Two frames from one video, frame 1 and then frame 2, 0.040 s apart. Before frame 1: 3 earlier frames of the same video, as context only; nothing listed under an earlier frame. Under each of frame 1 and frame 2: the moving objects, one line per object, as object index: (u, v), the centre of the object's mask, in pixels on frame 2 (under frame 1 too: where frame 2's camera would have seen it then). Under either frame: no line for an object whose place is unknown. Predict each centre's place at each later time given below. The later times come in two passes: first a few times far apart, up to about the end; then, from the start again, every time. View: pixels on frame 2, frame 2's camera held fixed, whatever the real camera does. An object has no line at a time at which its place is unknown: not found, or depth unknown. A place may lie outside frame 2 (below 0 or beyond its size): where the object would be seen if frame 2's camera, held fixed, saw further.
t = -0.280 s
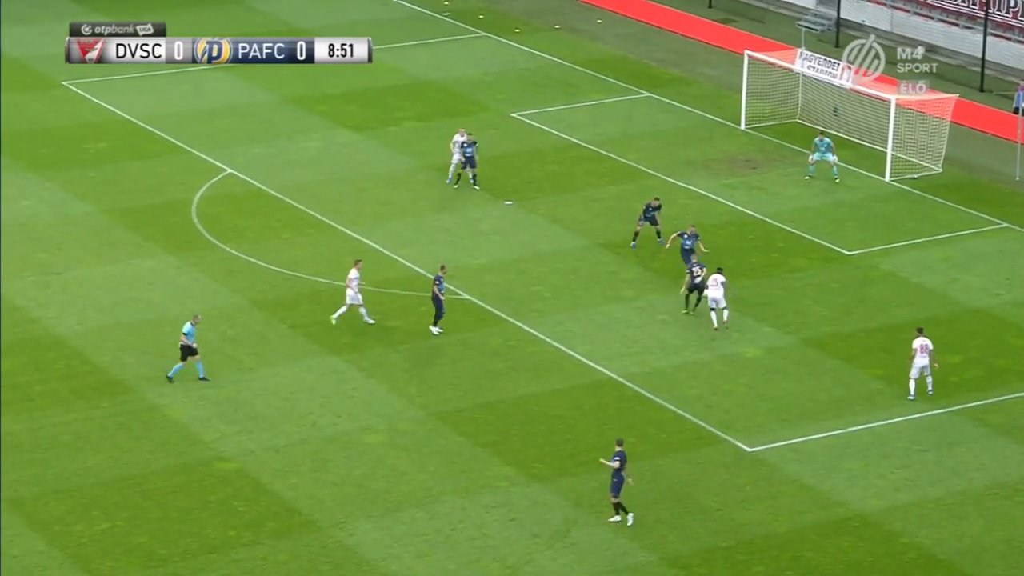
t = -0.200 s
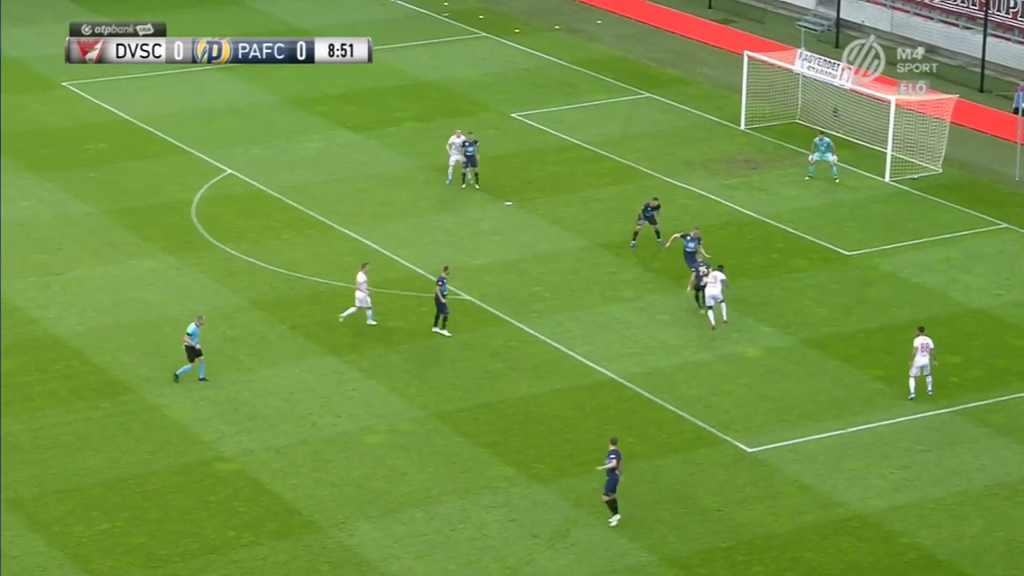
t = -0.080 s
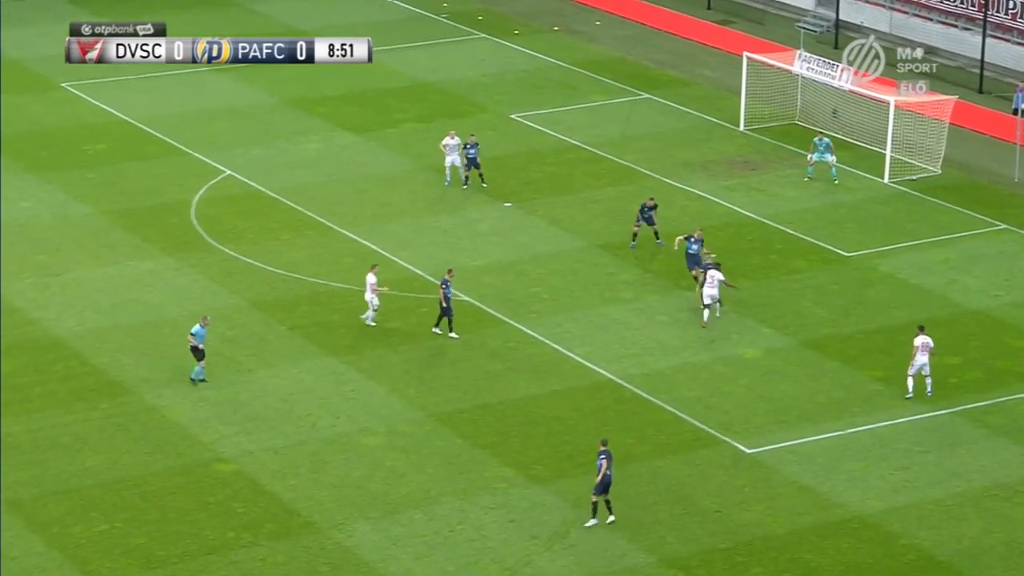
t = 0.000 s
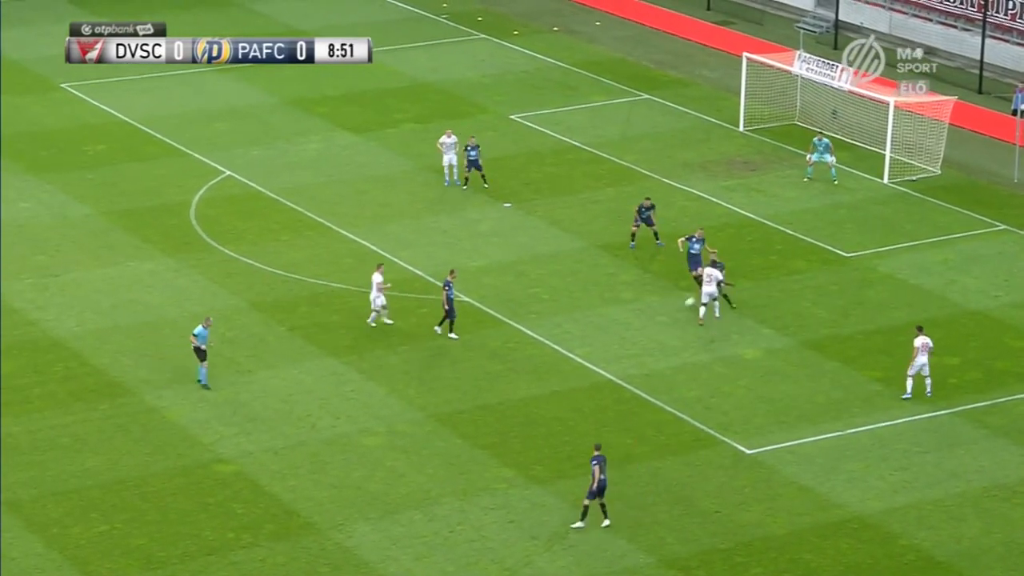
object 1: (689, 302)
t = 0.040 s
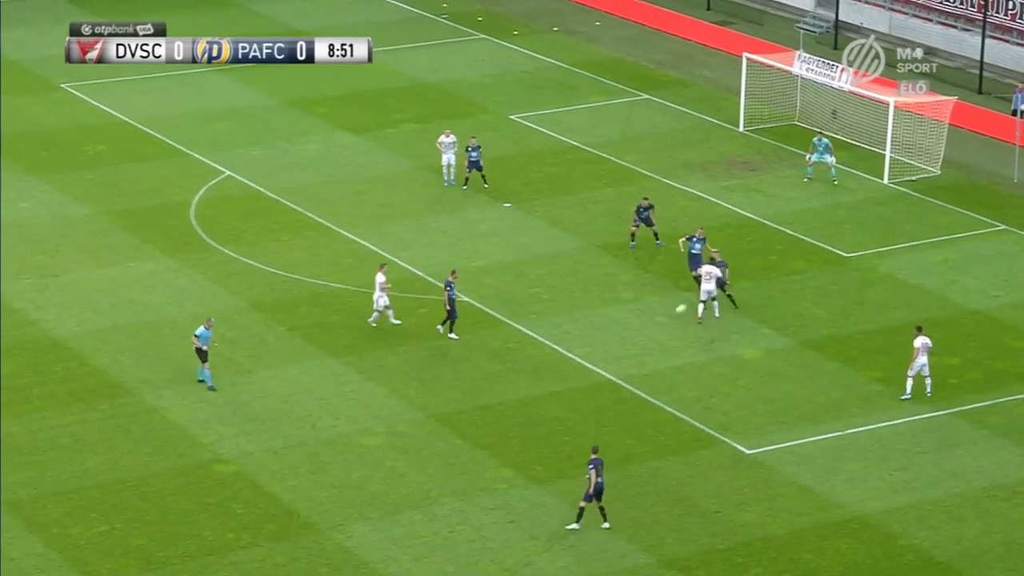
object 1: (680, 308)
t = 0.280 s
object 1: (619, 350)
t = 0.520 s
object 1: (557, 391)
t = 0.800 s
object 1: (485, 437)
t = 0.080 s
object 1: (671, 316)
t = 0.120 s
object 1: (660, 325)
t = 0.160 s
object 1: (650, 334)
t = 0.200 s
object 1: (640, 339)
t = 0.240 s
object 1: (630, 344)
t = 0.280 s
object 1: (619, 350)
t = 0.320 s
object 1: (609, 356)
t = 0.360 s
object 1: (598, 364)
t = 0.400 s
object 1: (587, 372)
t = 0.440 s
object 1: (577, 381)
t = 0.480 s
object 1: (567, 386)
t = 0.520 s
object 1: (557, 391)
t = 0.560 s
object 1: (546, 398)
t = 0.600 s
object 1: (536, 405)
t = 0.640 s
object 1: (526, 412)
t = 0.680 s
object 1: (515, 418)
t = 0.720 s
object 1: (505, 424)
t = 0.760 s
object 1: (495, 430)
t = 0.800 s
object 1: (485, 437)
